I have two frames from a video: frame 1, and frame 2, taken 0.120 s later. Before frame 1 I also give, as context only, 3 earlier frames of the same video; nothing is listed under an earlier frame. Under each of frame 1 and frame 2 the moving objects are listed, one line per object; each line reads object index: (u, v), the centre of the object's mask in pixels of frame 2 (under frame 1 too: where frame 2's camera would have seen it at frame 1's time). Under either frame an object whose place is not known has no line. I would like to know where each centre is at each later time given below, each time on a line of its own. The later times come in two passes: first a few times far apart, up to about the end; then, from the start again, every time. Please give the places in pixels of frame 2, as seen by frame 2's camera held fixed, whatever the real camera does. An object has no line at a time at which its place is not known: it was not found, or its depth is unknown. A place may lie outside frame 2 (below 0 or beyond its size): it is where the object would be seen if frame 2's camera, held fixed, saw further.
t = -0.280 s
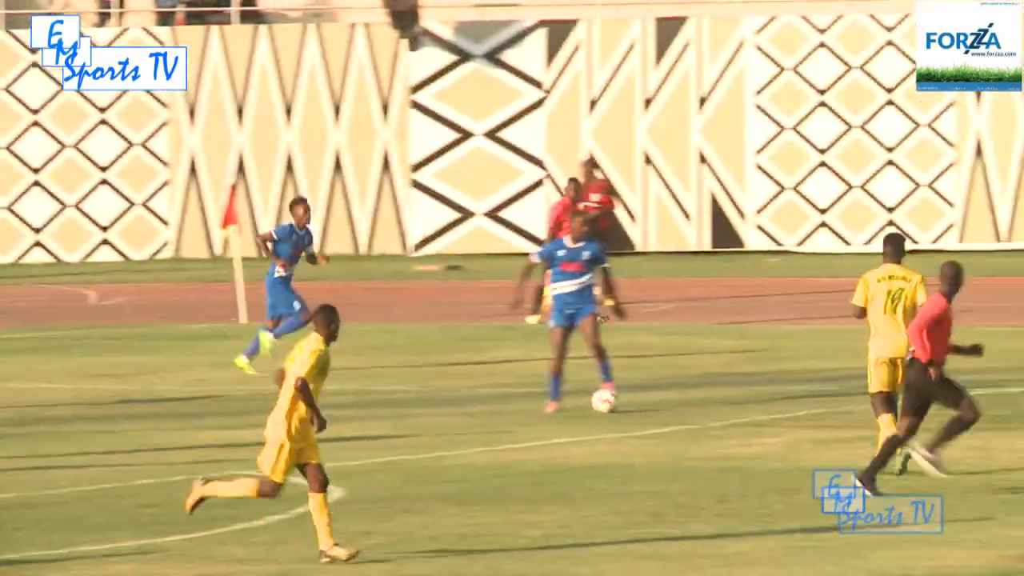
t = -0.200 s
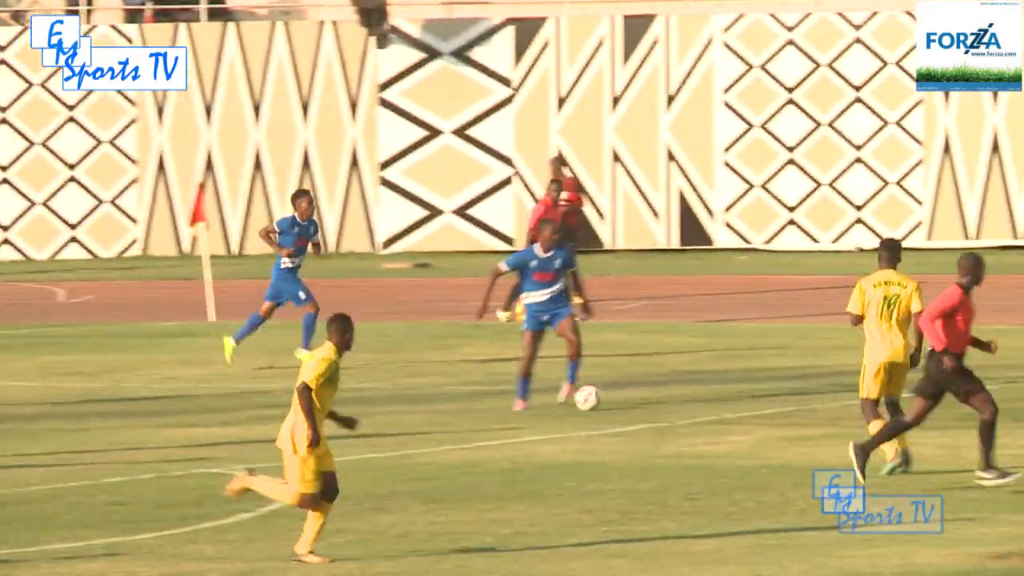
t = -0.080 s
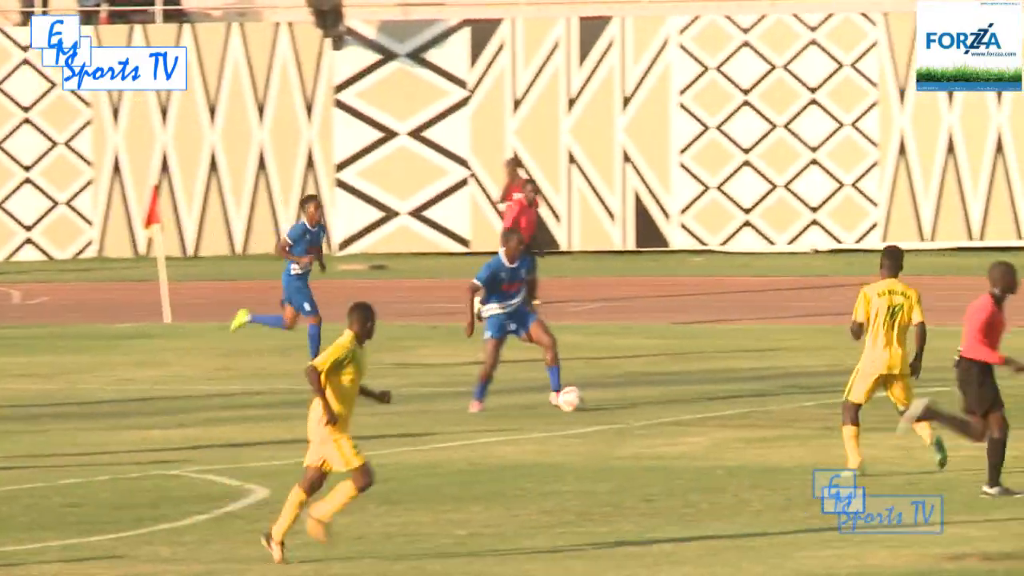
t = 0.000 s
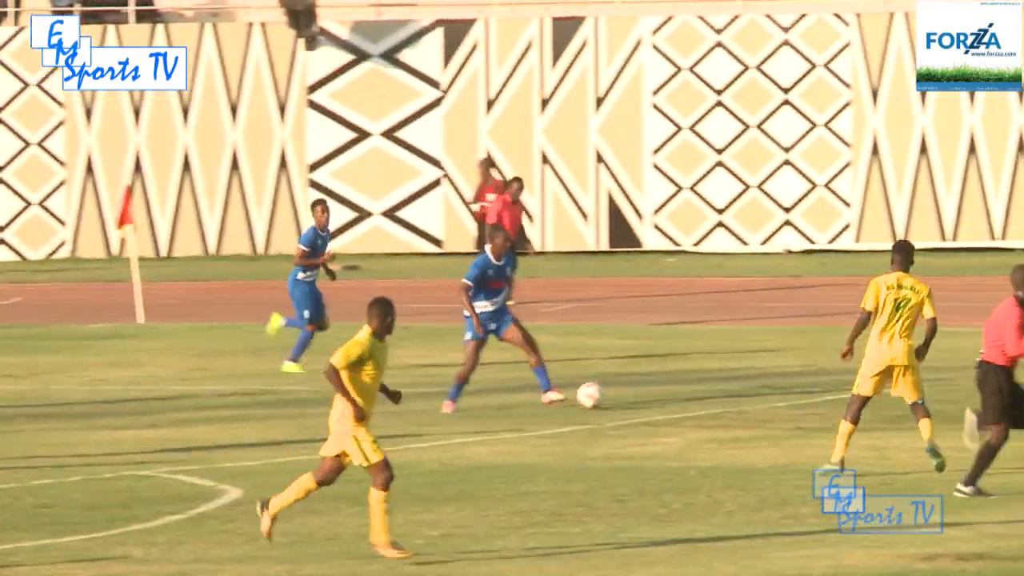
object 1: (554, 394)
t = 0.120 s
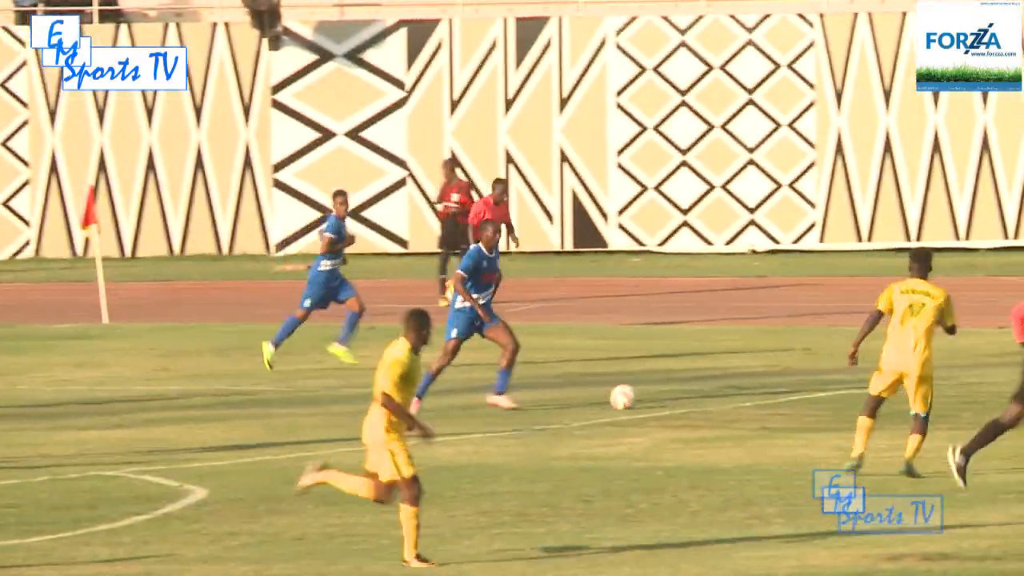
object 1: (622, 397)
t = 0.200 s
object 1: (660, 395)
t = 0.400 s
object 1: (738, 394)
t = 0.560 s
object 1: (792, 393)
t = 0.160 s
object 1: (641, 395)
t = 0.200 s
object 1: (660, 395)
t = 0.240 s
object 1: (678, 396)
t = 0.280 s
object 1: (696, 396)
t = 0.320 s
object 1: (710, 396)
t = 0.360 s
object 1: (724, 394)
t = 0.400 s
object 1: (738, 394)
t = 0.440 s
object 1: (751, 394)
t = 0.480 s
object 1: (765, 394)
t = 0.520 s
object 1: (780, 393)
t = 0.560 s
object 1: (792, 393)
